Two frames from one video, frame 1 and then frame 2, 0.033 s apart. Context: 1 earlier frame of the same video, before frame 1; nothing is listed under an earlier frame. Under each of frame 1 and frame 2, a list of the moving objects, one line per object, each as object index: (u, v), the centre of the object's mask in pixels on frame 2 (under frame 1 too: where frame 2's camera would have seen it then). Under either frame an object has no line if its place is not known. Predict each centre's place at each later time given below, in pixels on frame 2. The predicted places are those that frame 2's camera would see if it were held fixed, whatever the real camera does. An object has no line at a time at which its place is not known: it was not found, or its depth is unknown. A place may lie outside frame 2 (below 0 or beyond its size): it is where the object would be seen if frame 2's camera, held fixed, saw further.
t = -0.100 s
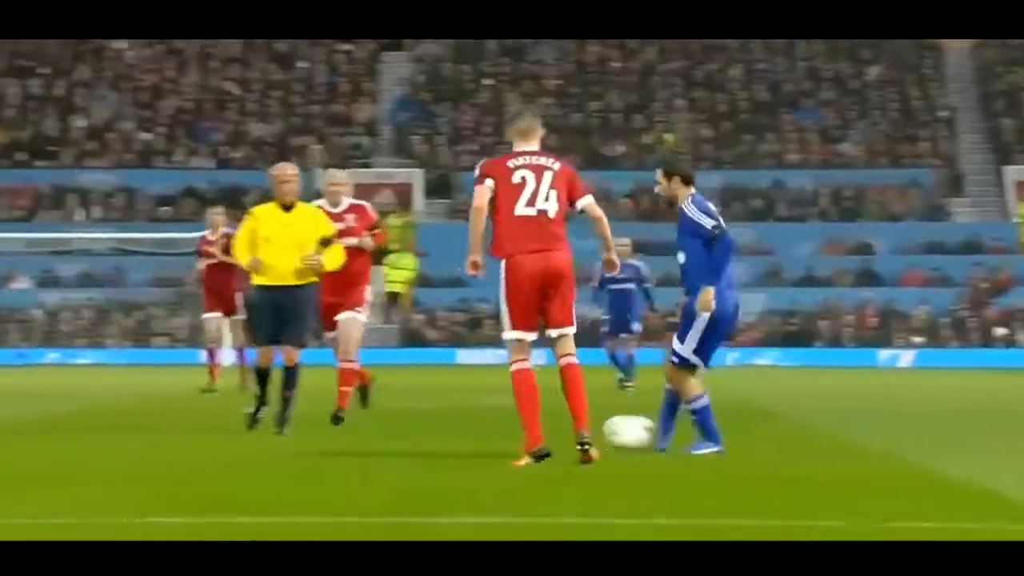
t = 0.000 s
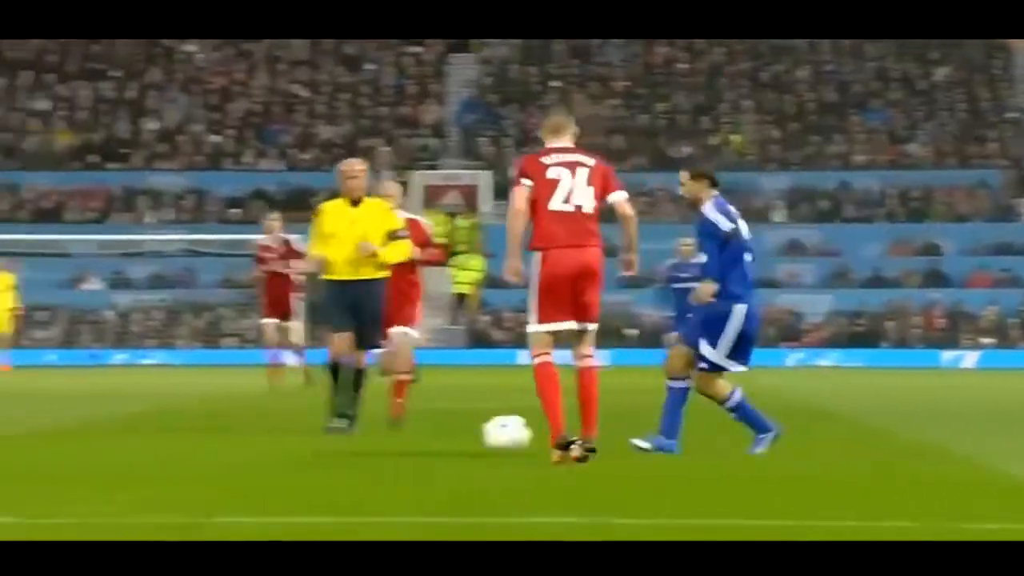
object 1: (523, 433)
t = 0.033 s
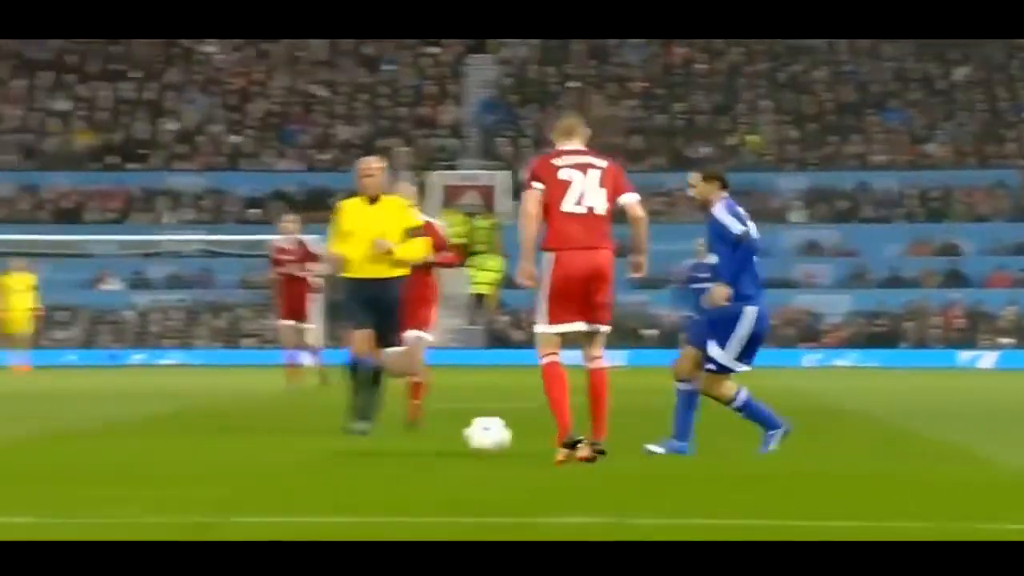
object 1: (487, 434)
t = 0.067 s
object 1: (420, 432)
